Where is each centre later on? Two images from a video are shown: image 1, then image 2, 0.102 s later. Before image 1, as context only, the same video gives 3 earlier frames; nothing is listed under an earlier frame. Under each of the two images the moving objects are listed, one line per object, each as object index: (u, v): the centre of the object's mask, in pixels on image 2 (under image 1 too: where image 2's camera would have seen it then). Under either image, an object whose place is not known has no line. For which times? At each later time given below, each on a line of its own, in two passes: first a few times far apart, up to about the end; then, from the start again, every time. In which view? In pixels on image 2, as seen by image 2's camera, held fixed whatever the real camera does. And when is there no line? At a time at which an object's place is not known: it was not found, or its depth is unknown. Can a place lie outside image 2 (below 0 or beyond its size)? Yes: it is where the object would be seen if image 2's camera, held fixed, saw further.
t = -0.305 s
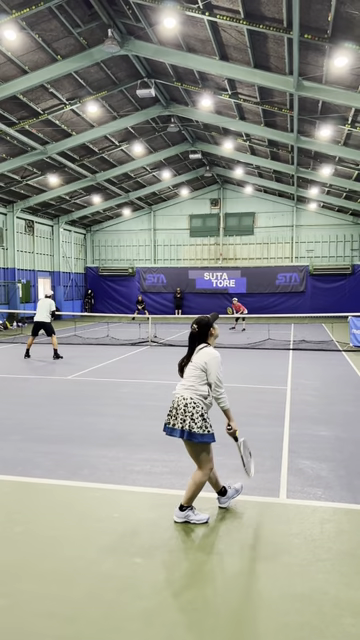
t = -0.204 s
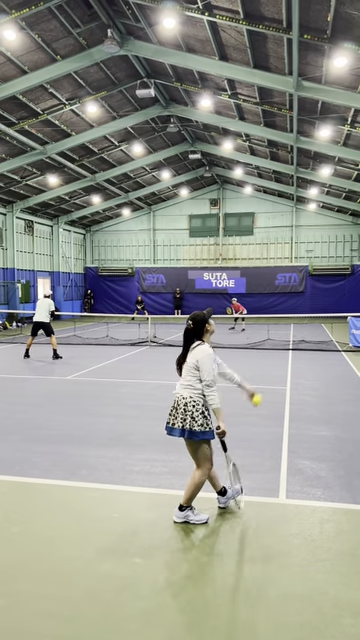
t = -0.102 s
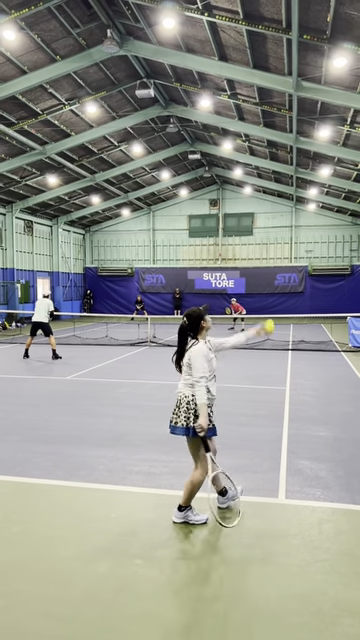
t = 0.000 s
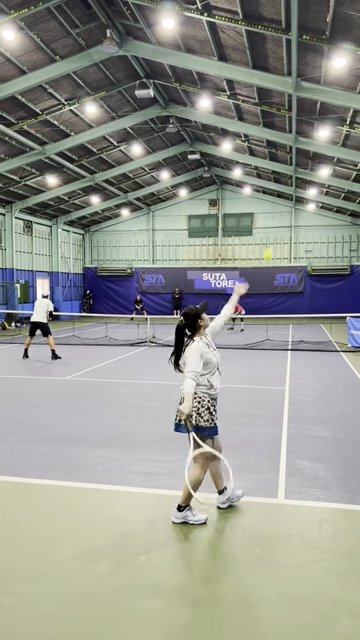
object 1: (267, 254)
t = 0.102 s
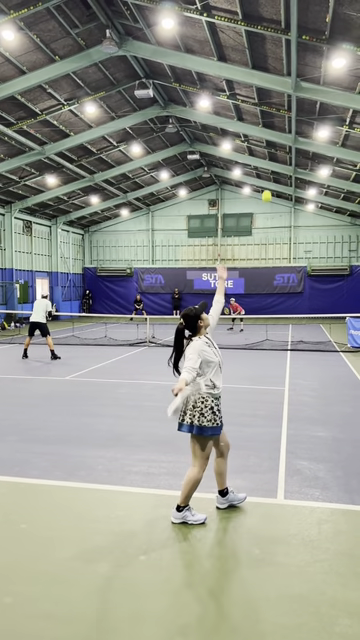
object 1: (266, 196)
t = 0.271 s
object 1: (264, 126)
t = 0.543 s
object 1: (260, 89)
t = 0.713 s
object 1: (256, 119)
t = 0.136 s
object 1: (266, 179)
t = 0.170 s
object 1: (266, 164)
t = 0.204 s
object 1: (265, 150)
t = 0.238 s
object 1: (265, 138)
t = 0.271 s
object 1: (264, 126)
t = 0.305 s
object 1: (264, 117)
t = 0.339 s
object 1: (263, 109)
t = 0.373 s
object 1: (263, 102)
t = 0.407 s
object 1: (262, 97)
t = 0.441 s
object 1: (262, 93)
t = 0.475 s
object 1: (261, 90)
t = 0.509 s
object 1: (261, 89)
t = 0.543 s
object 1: (260, 89)
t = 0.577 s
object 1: (259, 91)
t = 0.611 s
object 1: (259, 93)
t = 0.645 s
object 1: (258, 97)
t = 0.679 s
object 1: (257, 110)
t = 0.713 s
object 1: (256, 119)
